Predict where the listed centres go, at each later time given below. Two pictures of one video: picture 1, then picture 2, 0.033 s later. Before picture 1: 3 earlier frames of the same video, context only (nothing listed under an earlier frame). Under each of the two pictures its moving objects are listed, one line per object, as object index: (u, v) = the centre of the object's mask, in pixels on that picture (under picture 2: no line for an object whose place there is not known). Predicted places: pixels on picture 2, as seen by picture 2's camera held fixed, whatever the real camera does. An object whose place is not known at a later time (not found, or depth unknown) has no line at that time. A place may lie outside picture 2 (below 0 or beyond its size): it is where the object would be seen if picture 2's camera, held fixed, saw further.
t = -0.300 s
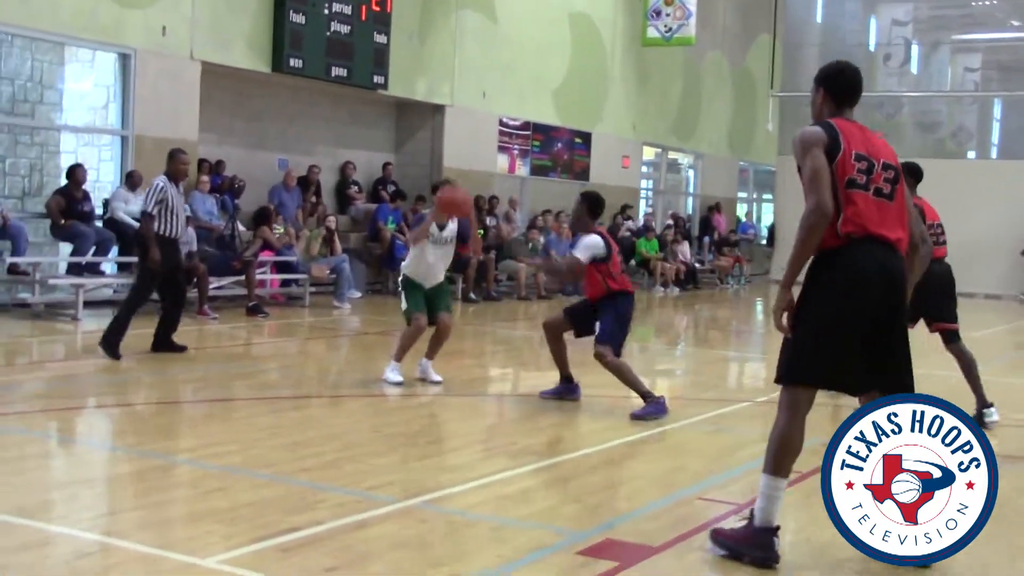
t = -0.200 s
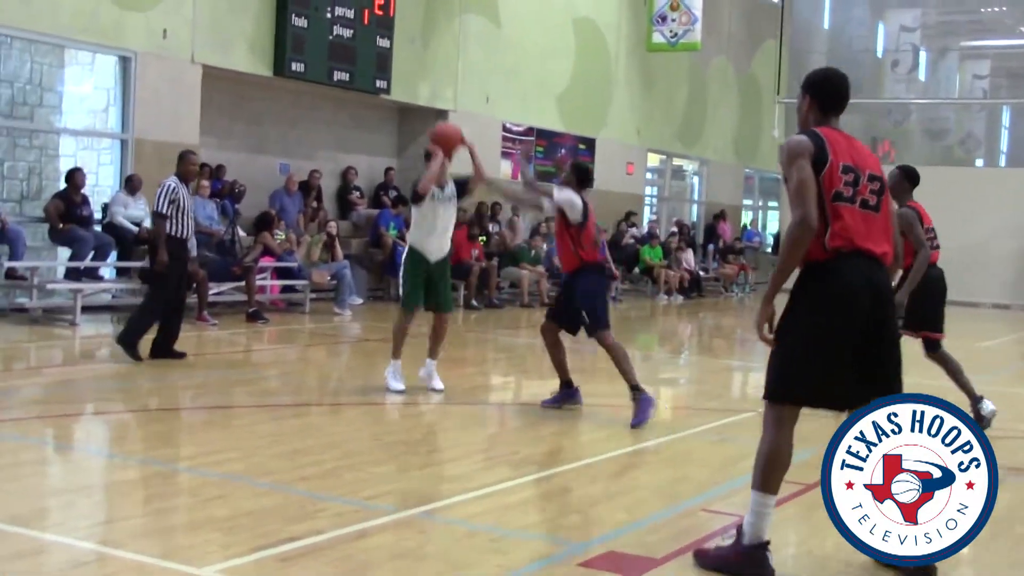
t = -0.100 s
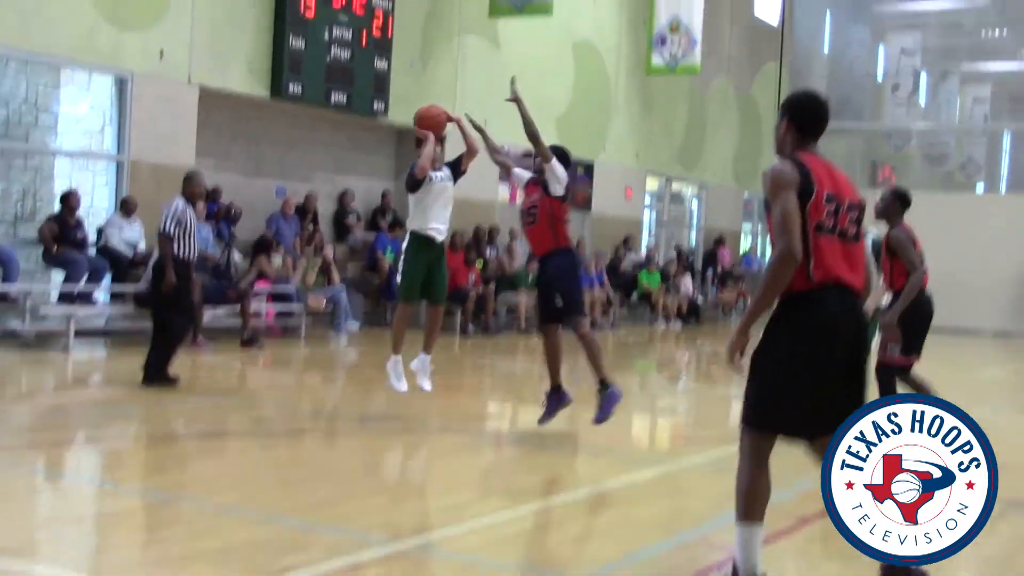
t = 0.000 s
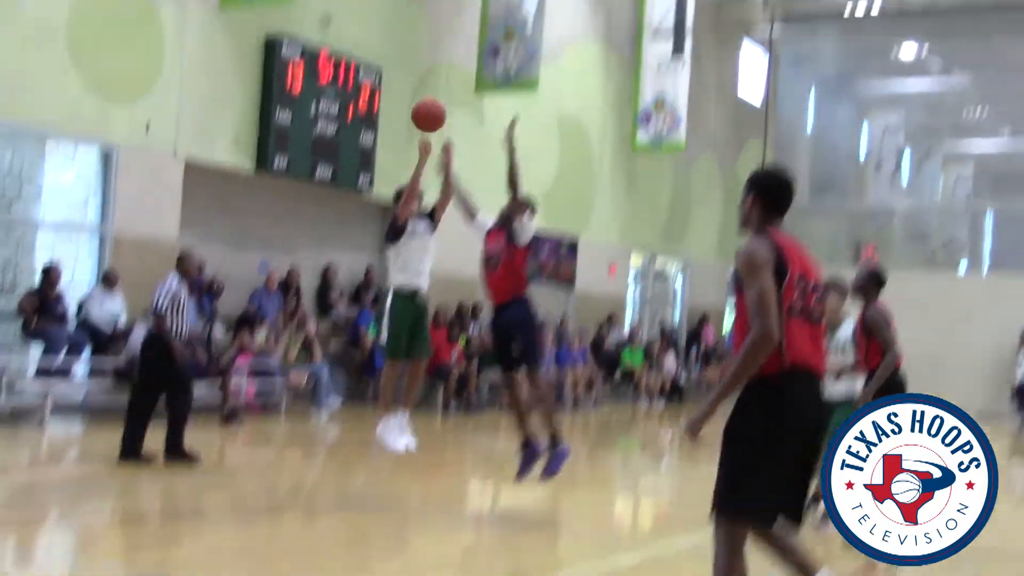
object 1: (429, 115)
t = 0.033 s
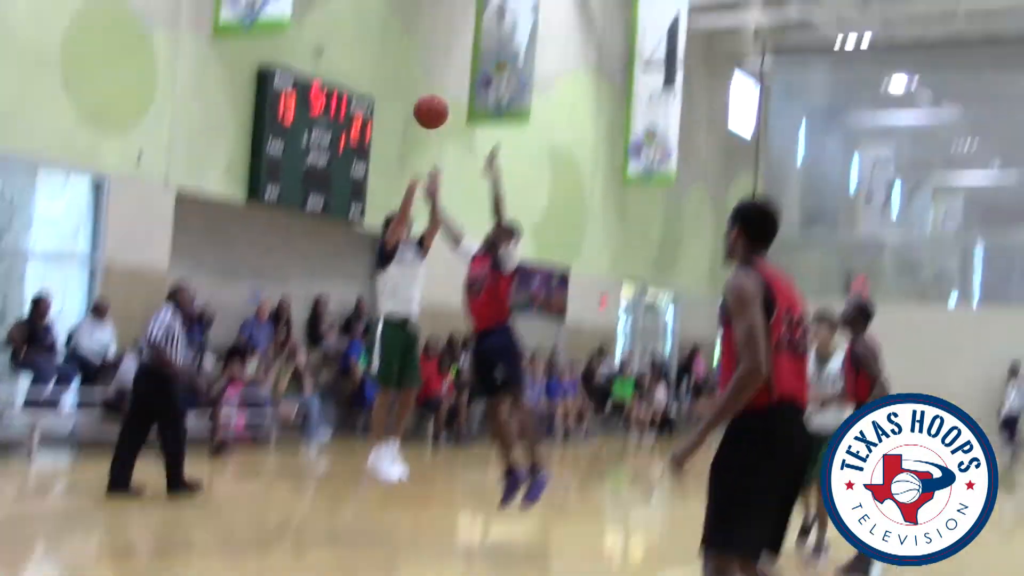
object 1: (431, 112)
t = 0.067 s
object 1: (445, 76)
